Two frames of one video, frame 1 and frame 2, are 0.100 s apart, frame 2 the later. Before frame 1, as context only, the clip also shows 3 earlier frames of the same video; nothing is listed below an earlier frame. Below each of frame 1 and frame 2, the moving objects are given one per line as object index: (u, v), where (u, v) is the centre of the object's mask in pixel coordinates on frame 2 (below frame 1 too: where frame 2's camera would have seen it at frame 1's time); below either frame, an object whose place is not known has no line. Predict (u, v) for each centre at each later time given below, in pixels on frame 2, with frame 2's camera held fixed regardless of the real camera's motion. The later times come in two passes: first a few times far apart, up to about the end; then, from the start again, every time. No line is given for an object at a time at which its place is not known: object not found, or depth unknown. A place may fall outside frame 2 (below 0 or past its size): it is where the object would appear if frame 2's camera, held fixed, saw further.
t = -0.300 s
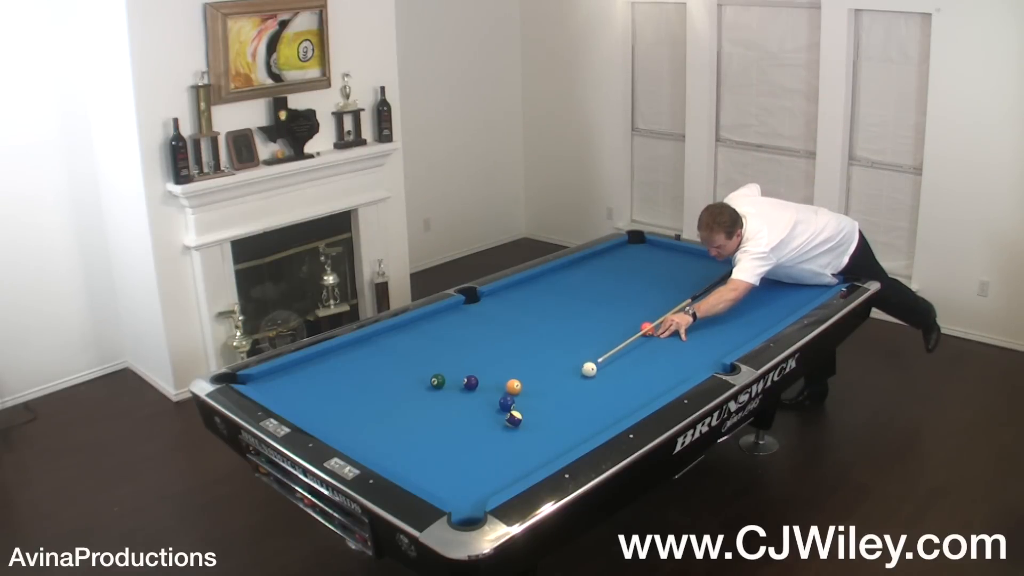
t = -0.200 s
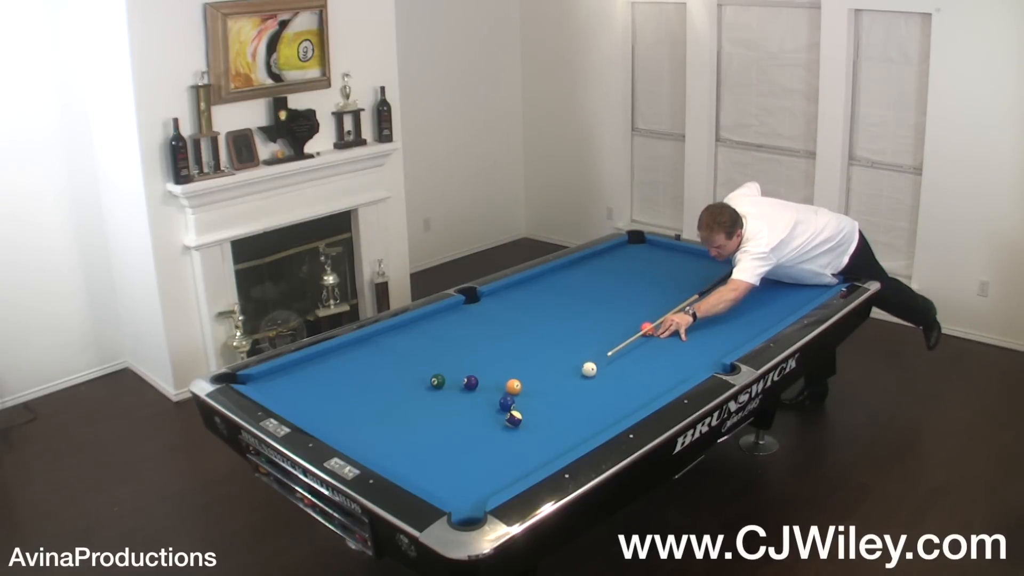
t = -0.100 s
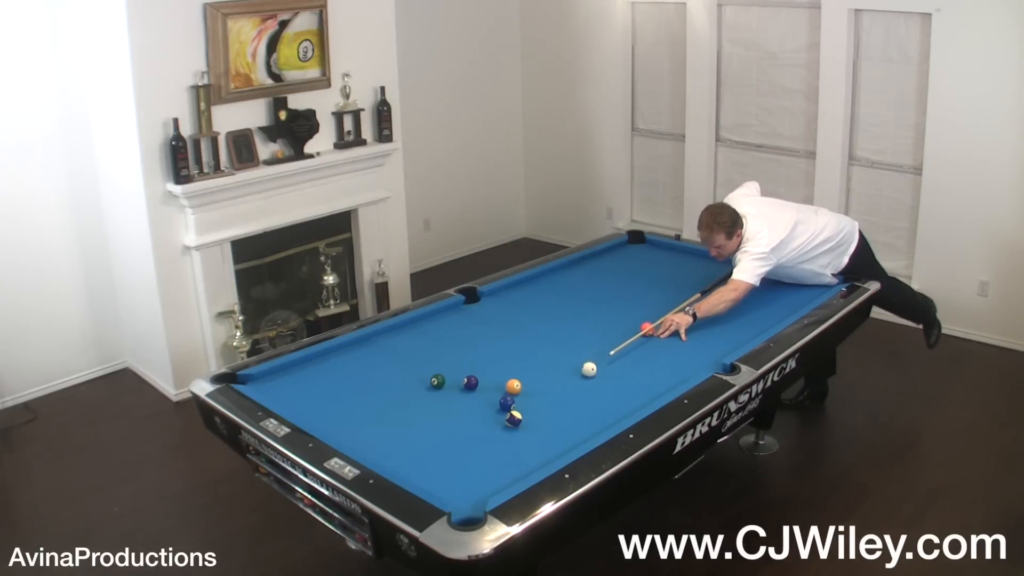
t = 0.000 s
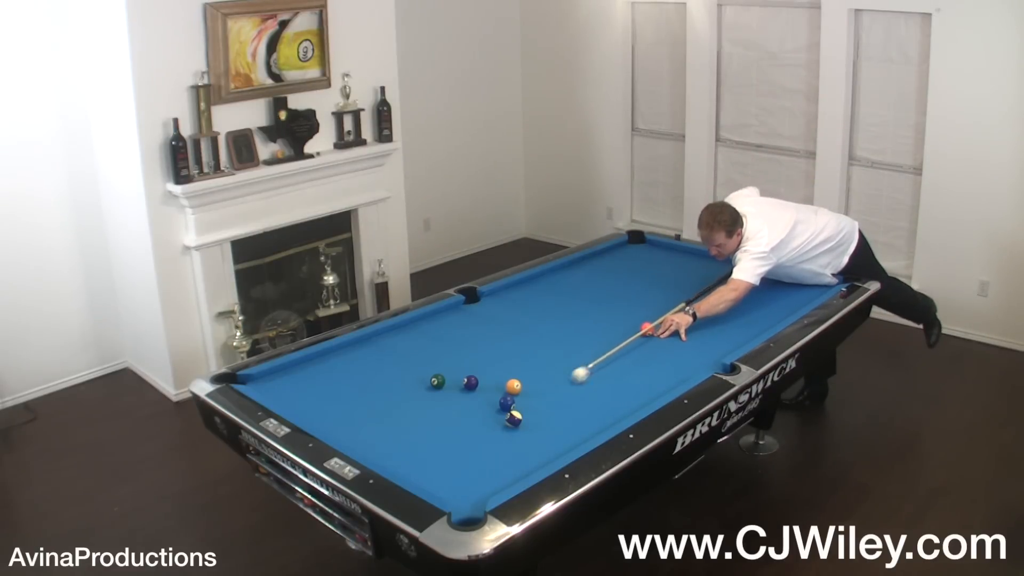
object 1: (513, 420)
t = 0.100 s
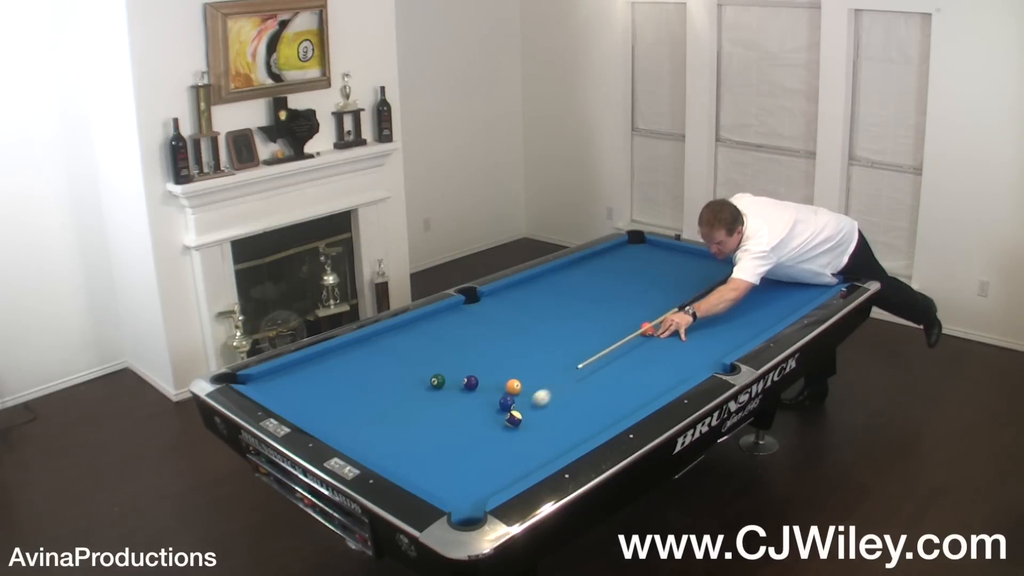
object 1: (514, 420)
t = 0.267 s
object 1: (496, 446)
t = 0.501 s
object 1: (460, 498)
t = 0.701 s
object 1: (468, 522)
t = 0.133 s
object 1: (514, 419)
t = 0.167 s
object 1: (513, 422)
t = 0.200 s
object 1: (508, 428)
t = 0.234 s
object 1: (502, 437)
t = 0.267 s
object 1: (496, 446)
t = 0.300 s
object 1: (491, 453)
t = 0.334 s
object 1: (485, 462)
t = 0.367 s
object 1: (480, 469)
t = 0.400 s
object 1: (475, 476)
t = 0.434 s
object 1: (470, 484)
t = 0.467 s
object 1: (467, 489)
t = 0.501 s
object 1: (460, 498)
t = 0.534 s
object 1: (458, 503)
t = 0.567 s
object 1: (468, 506)
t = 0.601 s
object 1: (476, 510)
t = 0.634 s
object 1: (474, 514)
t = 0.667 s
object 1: (471, 516)
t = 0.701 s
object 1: (468, 522)
